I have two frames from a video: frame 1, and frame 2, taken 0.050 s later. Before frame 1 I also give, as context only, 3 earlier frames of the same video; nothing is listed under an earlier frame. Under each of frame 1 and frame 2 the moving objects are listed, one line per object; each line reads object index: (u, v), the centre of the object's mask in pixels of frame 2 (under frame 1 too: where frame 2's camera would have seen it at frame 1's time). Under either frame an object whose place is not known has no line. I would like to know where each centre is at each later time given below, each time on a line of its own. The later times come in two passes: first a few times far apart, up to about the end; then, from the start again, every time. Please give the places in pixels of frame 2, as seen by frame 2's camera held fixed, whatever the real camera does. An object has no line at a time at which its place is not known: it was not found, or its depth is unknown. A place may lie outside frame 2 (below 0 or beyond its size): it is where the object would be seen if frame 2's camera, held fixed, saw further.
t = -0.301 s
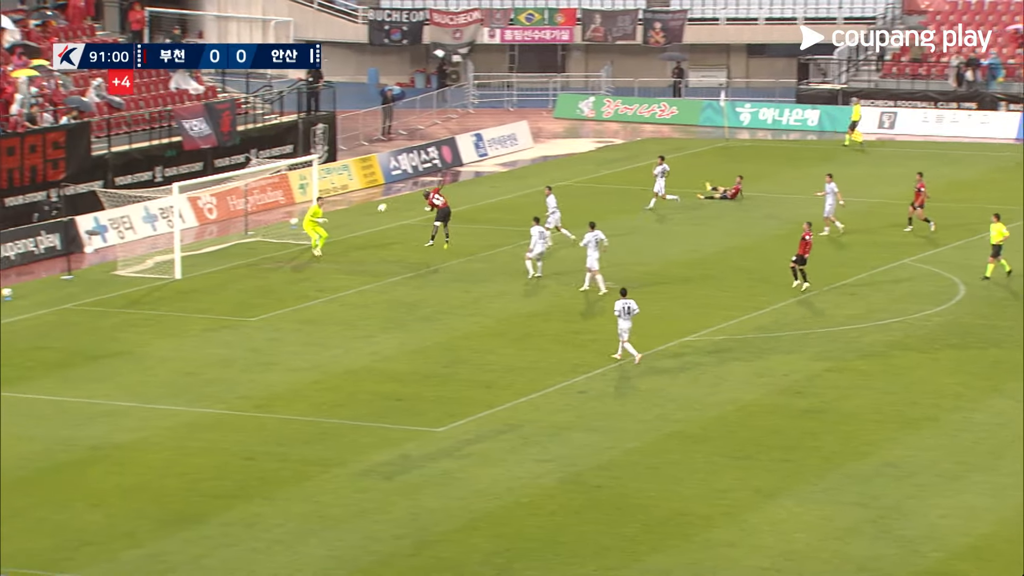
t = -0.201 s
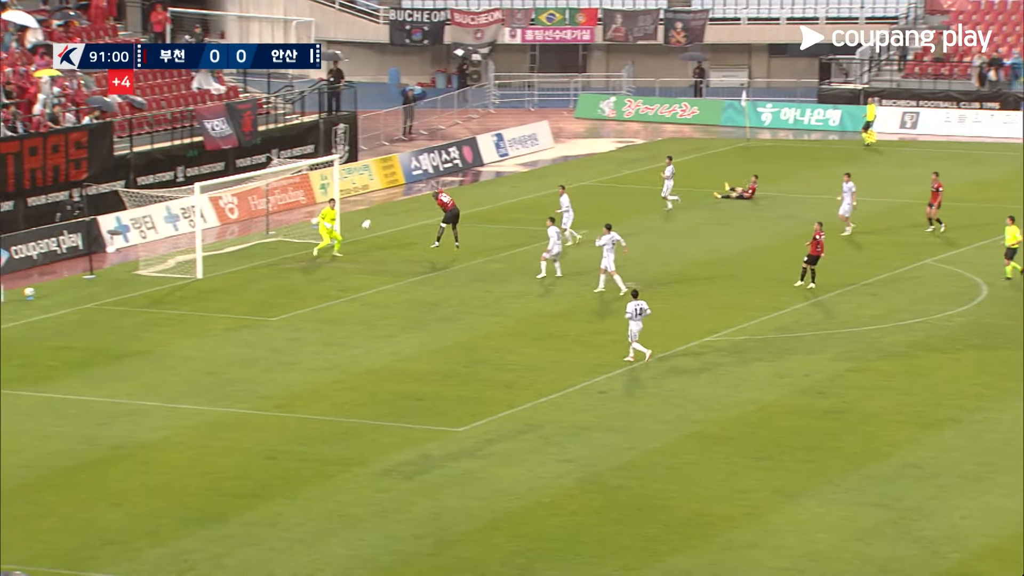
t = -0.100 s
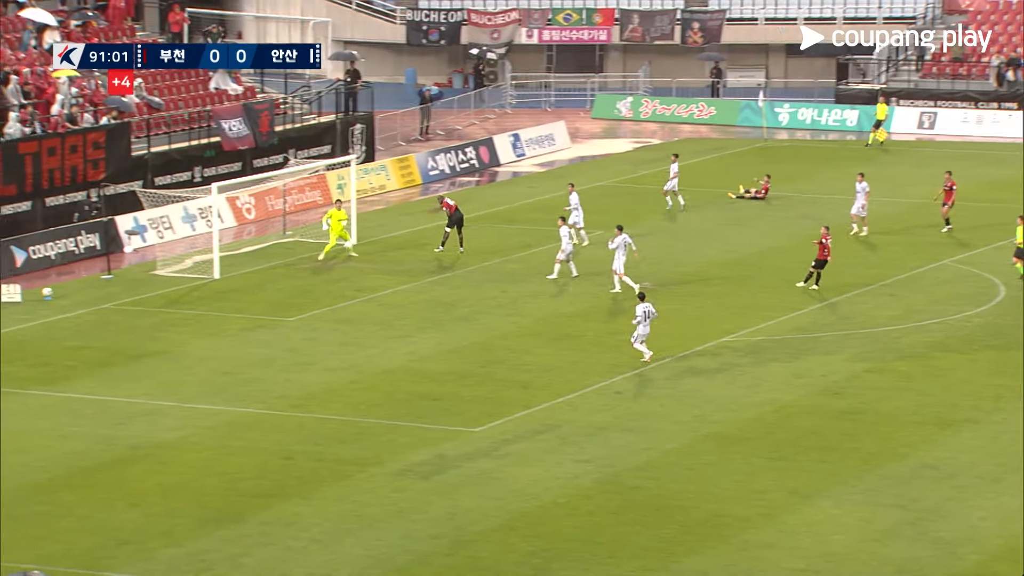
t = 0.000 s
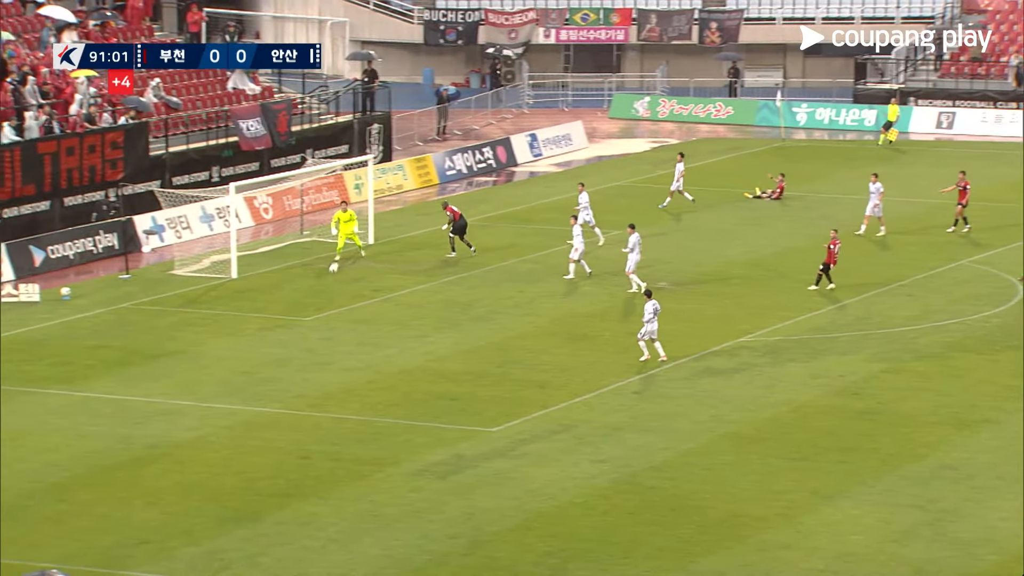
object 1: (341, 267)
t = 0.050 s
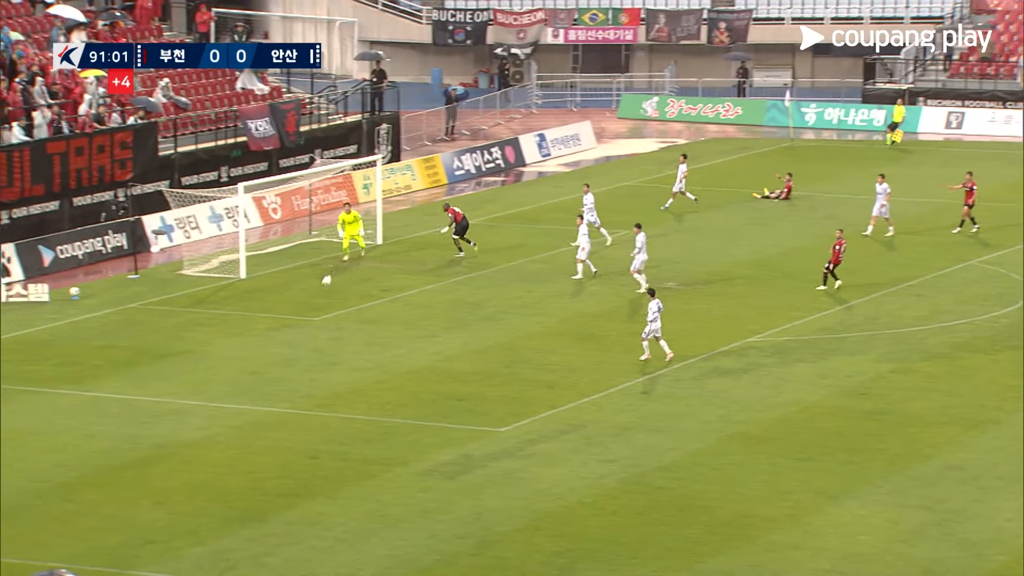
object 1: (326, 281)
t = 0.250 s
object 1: (275, 304)
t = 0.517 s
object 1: (219, 315)
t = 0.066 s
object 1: (322, 285)
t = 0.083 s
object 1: (317, 289)
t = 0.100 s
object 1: (312, 294)
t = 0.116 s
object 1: (307, 299)
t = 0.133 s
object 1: (302, 304)
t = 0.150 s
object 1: (298, 307)
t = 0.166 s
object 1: (294, 307)
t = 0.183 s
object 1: (290, 306)
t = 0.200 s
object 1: (286, 305)
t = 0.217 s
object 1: (283, 304)
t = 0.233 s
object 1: (279, 304)
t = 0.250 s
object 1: (275, 304)
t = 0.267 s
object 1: (271, 304)
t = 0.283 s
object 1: (267, 304)
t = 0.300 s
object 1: (264, 304)
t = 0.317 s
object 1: (260, 304)
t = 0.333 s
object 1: (257, 304)
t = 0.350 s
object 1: (253, 304)
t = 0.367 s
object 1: (250, 305)
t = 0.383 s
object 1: (246, 306)
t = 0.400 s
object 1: (243, 306)
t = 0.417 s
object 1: (239, 307)
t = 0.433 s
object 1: (236, 308)
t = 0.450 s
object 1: (232, 309)
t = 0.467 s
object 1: (229, 310)
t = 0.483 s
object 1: (226, 312)
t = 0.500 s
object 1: (223, 313)
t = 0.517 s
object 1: (219, 315)
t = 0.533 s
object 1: (216, 316)
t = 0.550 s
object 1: (213, 318)
